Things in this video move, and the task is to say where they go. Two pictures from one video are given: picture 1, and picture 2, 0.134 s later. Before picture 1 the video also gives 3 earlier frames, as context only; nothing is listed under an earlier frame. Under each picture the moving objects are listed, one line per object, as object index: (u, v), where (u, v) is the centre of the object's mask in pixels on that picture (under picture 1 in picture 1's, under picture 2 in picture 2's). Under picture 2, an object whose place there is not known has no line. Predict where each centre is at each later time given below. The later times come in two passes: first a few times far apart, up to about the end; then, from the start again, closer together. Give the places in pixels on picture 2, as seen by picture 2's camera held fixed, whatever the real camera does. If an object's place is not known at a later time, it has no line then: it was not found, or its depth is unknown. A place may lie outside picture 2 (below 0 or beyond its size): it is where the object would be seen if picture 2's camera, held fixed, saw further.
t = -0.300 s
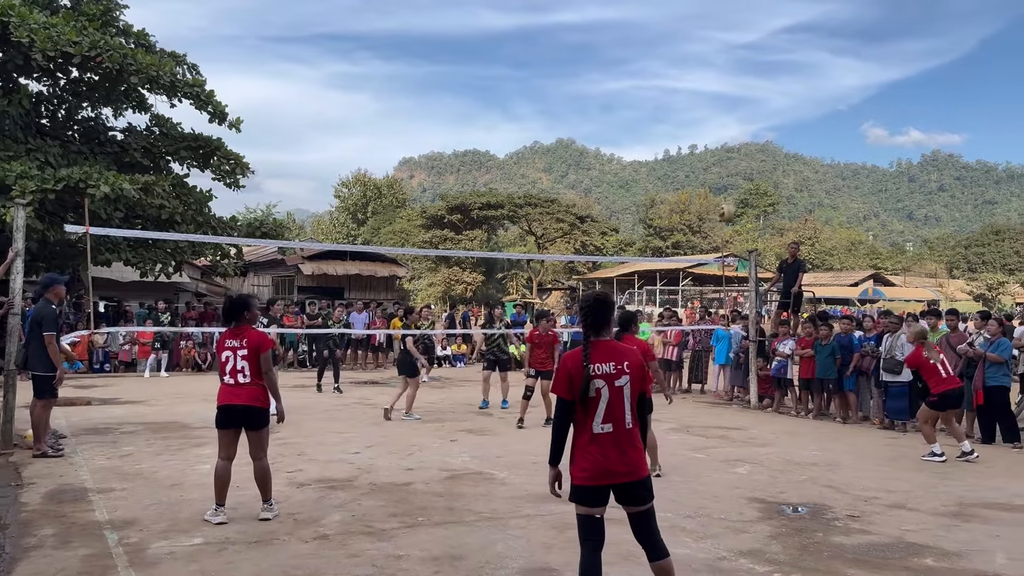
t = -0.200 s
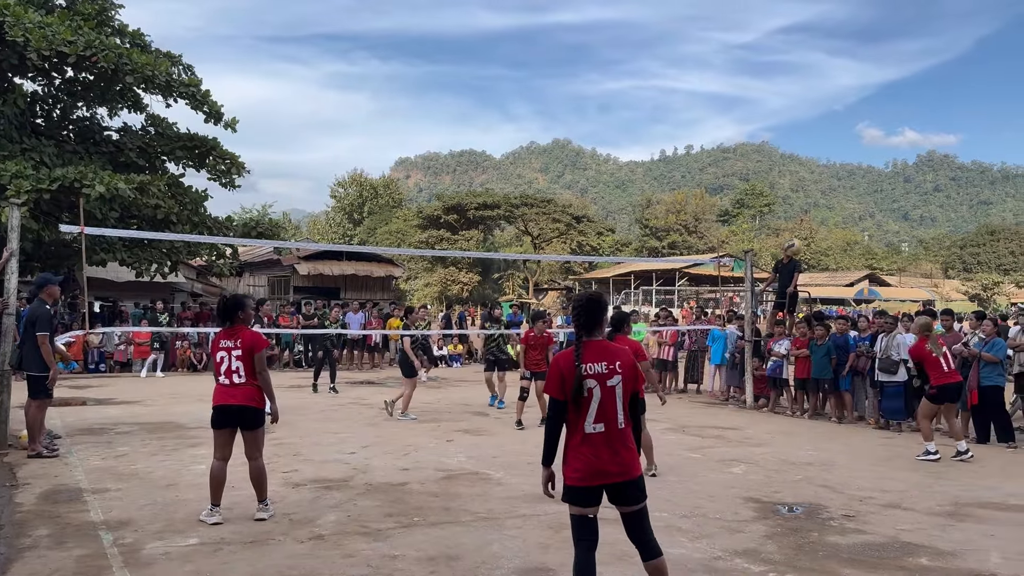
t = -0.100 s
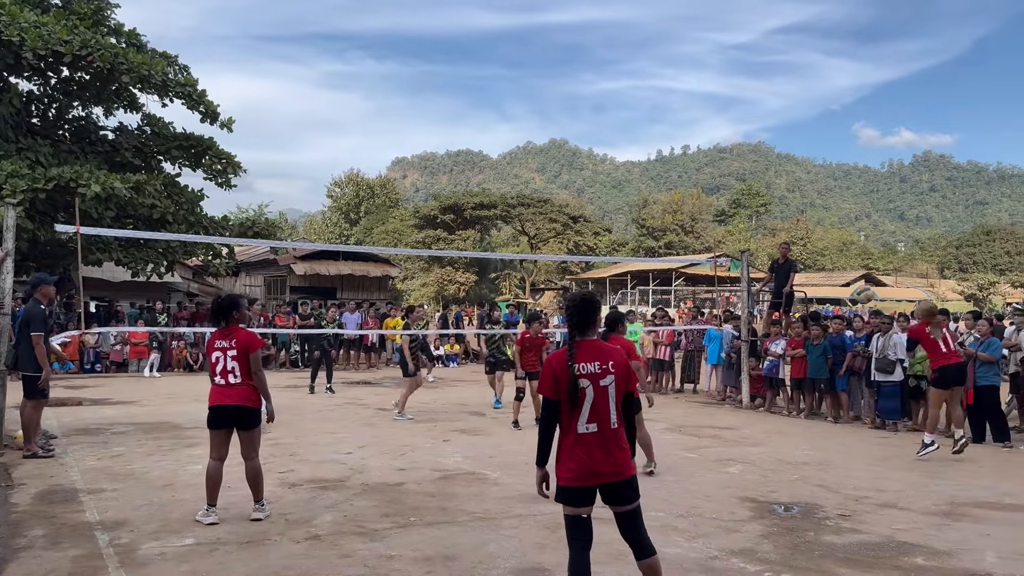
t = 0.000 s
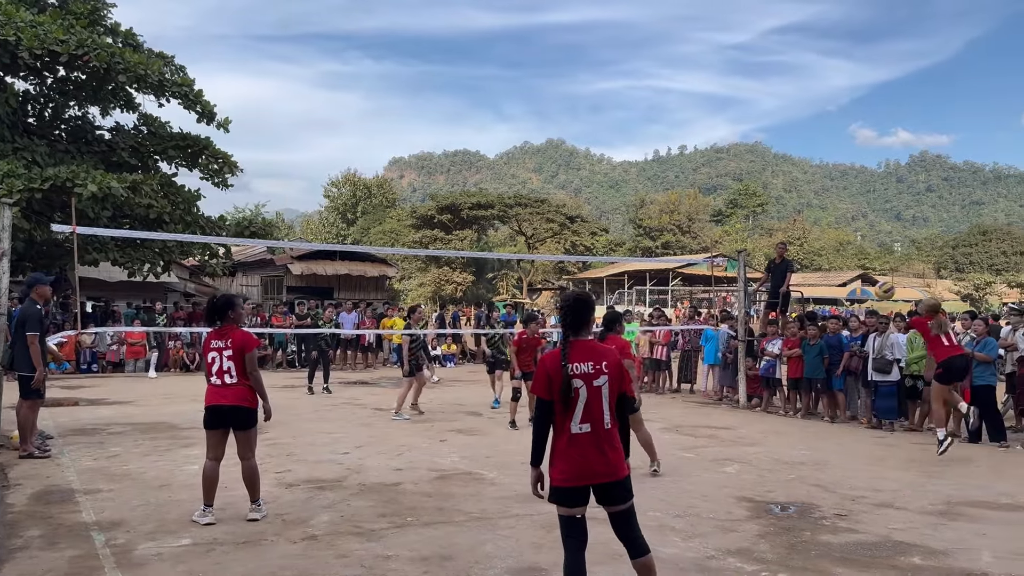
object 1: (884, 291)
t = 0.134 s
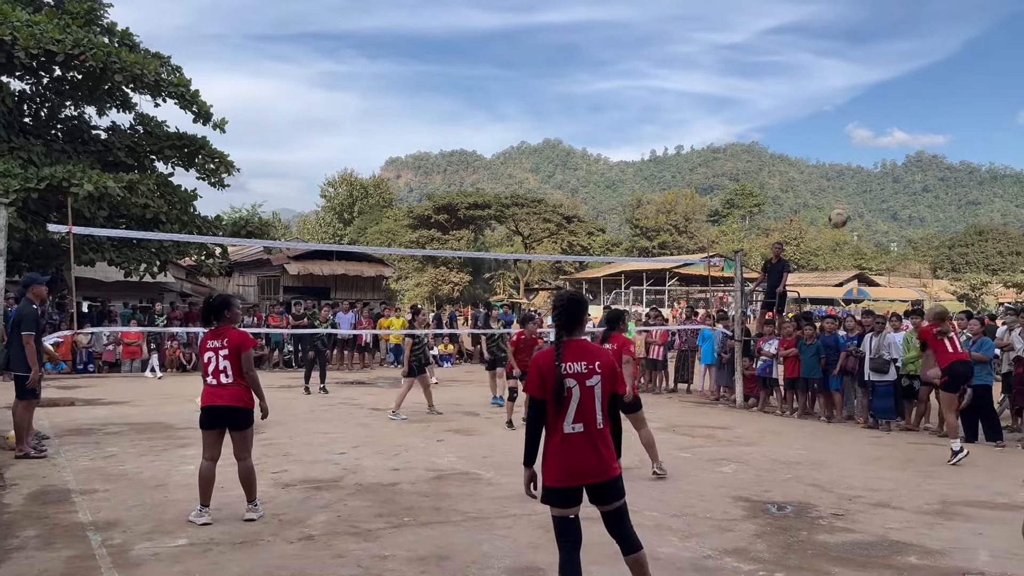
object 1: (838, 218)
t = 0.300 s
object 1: (787, 156)
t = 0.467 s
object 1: (735, 119)
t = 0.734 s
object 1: (658, 111)
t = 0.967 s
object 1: (594, 151)
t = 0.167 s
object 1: (827, 204)
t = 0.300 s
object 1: (787, 156)
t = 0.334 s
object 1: (775, 147)
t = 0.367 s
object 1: (765, 138)
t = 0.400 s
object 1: (755, 130)
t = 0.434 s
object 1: (745, 124)
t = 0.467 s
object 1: (735, 119)
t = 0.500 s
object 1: (725, 114)
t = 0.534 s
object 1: (715, 111)
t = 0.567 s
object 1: (706, 109)
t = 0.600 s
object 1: (696, 107)
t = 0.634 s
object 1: (686, 107)
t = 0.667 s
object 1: (677, 107)
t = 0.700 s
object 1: (667, 109)
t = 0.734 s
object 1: (658, 111)
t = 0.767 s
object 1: (649, 113)
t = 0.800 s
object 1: (639, 118)
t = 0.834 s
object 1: (630, 123)
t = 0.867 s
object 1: (621, 129)
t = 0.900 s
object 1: (612, 135)
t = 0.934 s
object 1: (603, 143)
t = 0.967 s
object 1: (594, 151)
